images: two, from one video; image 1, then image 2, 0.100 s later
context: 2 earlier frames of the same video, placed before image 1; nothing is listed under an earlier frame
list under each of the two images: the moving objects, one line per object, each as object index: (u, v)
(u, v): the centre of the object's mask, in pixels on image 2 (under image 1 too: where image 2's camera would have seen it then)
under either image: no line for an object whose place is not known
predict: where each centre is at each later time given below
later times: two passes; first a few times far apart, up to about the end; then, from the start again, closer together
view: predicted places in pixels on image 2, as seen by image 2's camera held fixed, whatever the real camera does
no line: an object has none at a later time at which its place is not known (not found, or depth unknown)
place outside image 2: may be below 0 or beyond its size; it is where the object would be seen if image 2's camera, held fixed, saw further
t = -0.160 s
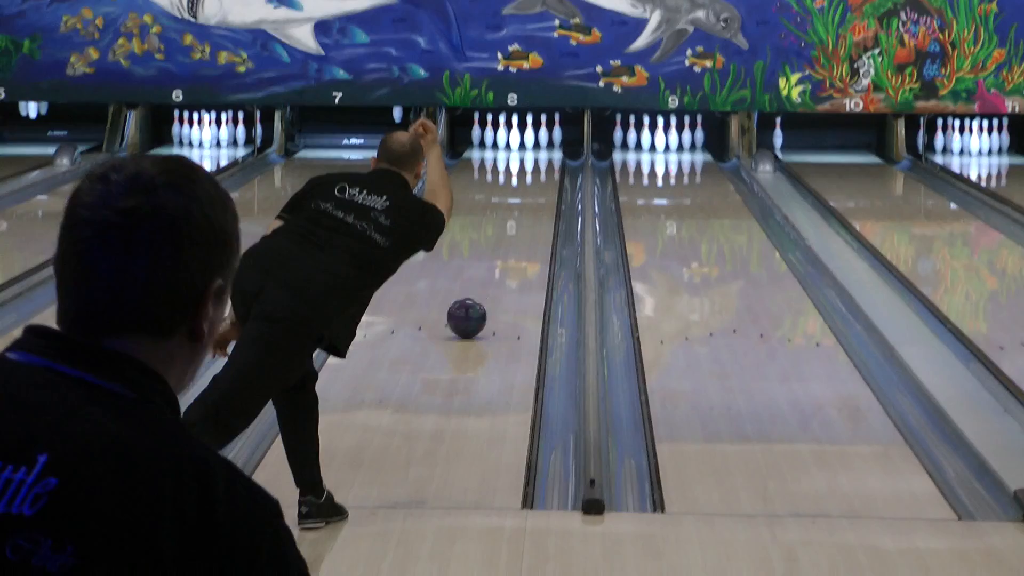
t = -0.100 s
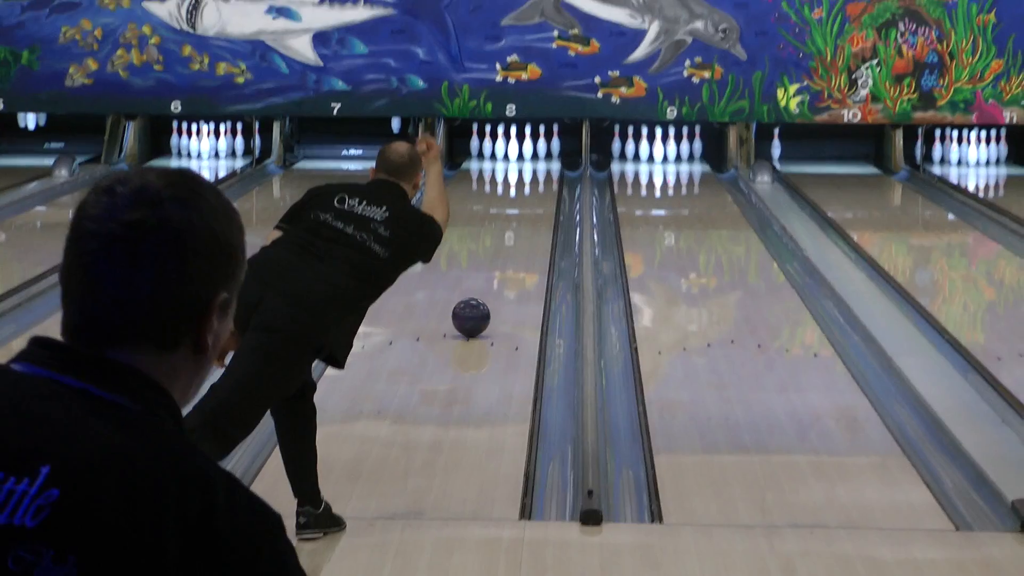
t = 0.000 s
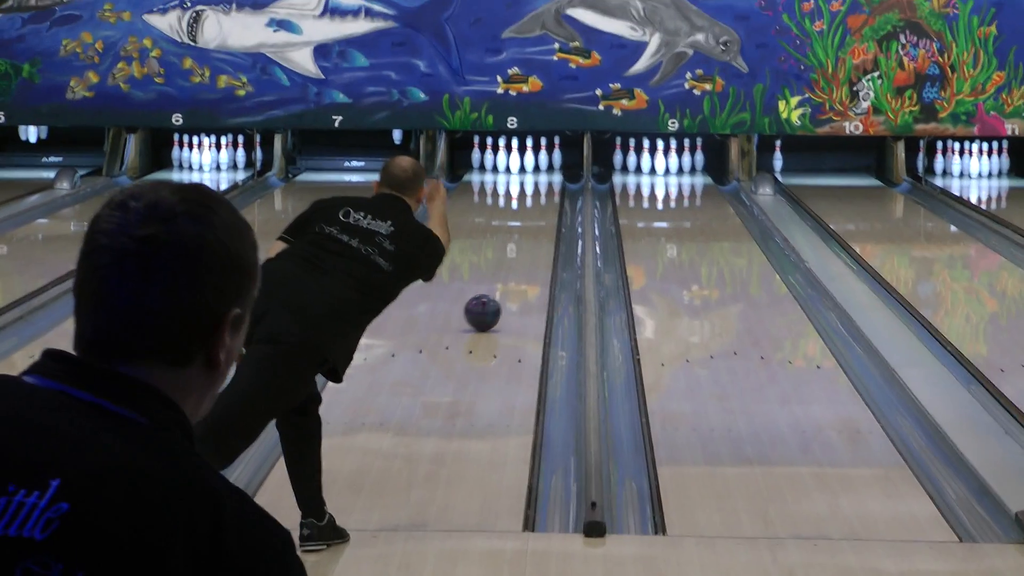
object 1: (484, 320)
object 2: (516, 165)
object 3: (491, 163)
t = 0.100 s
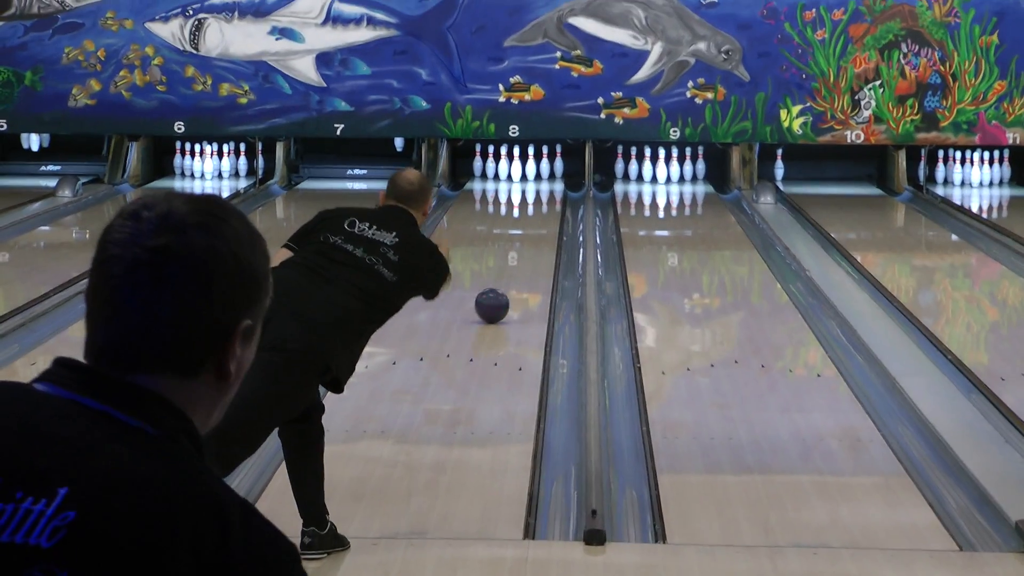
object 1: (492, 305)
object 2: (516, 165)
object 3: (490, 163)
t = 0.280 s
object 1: (504, 282)
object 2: (516, 164)
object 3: (490, 163)
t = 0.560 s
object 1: (519, 252)
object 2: (516, 164)
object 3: (490, 163)
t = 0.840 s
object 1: (531, 227)
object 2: (516, 164)
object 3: (490, 163)
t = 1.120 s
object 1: (537, 207)
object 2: (516, 165)
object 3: (490, 163)
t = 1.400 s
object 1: (536, 192)
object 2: (515, 165)
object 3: (489, 163)
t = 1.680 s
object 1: (530, 180)
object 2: (515, 165)
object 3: (489, 163)
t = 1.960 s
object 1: (524, 171)
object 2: (490, 165)
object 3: (481, 161)
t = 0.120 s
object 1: (493, 302)
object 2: (516, 165)
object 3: (490, 163)
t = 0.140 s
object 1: (494, 300)
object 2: (516, 165)
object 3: (490, 163)
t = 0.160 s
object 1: (496, 297)
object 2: (516, 165)
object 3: (490, 163)
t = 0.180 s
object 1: (497, 294)
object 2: (516, 165)
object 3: (490, 163)
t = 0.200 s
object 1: (499, 292)
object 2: (516, 165)
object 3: (490, 163)
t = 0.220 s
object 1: (500, 289)
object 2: (516, 165)
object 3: (490, 163)
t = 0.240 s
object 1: (501, 287)
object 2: (516, 165)
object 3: (490, 163)
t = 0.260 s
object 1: (503, 284)
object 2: (516, 165)
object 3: (490, 163)
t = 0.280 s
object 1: (504, 282)
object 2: (516, 164)
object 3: (490, 163)
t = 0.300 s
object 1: (506, 279)
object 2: (516, 165)
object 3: (490, 163)
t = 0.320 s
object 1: (507, 277)
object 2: (516, 165)
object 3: (490, 163)
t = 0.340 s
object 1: (508, 275)
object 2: (516, 165)
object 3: (490, 163)
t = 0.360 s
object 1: (509, 273)
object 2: (516, 164)
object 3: (490, 163)
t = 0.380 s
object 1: (510, 270)
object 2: (516, 165)
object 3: (490, 163)
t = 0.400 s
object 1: (511, 268)
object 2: (516, 165)
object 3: (490, 163)
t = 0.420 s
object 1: (513, 266)
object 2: (516, 164)
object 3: (490, 163)
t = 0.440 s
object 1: (514, 264)
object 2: (516, 164)
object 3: (490, 163)
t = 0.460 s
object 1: (515, 262)
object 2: (516, 164)
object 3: (490, 163)
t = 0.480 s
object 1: (515, 260)
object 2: (516, 164)
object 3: (490, 162)
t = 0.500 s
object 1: (516, 258)
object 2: (516, 165)
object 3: (490, 163)
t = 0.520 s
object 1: (517, 256)
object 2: (516, 165)
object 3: (490, 163)
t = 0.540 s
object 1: (519, 254)
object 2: (516, 165)
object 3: (490, 163)
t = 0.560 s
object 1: (519, 252)
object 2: (516, 164)
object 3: (490, 163)
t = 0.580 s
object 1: (520, 250)
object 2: (516, 165)
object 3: (490, 163)
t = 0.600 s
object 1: (521, 248)
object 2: (516, 165)
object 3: (490, 163)
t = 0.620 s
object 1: (522, 246)
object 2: (516, 165)
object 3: (490, 163)
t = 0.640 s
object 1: (523, 244)
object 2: (516, 165)
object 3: (490, 163)
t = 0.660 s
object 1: (524, 243)
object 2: (516, 164)
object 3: (490, 163)
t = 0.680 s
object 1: (525, 241)
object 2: (516, 165)
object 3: (490, 163)
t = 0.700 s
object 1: (526, 239)
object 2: (516, 165)
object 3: (490, 163)
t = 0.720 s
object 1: (526, 237)
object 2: (516, 165)
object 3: (490, 163)
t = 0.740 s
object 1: (527, 235)
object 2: (516, 165)
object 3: (490, 163)
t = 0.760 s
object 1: (527, 234)
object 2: (516, 165)
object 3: (490, 163)
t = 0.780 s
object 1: (528, 232)
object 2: (515, 164)
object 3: (490, 163)
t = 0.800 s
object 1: (529, 230)
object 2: (515, 164)
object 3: (490, 163)
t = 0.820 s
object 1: (530, 228)
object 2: (516, 164)
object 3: (490, 163)
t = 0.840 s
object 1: (531, 227)
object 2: (516, 164)
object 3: (490, 163)
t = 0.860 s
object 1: (532, 225)
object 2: (516, 164)
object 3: (490, 163)
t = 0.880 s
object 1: (532, 224)
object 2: (516, 164)
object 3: (490, 163)
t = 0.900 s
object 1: (532, 222)
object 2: (516, 165)
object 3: (490, 163)
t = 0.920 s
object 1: (533, 221)
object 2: (516, 165)
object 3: (490, 163)
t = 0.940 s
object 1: (533, 219)
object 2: (516, 165)
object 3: (490, 163)
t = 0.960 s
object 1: (534, 218)
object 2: (516, 165)
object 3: (490, 163)
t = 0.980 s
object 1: (535, 217)
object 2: (516, 165)
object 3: (490, 163)
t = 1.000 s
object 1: (536, 215)
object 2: (516, 165)
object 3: (490, 163)
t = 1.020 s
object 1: (536, 214)
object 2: (516, 165)
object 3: (490, 163)
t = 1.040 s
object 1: (536, 212)
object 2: (516, 165)
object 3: (490, 163)
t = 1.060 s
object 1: (536, 212)
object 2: (516, 165)
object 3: (490, 163)
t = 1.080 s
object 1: (536, 210)
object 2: (516, 165)
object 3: (490, 163)
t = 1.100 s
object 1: (537, 209)
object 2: (516, 165)
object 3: (490, 163)
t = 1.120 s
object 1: (537, 207)
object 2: (516, 165)
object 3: (490, 163)
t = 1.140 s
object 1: (537, 206)
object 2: (516, 165)
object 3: (490, 163)
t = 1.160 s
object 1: (538, 205)
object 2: (516, 165)
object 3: (490, 163)
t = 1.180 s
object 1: (538, 204)
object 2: (516, 165)
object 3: (490, 163)
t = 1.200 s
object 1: (538, 203)
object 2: (516, 165)
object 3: (490, 163)
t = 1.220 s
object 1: (538, 202)
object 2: (516, 165)
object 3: (490, 163)
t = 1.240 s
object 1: (538, 200)
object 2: (516, 165)
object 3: (490, 163)
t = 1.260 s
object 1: (538, 200)
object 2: (516, 165)
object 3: (490, 163)
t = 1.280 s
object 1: (538, 198)
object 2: (515, 165)
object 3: (490, 163)
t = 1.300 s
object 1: (538, 197)
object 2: (515, 165)
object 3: (490, 163)
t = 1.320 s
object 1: (537, 196)
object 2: (515, 165)
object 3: (489, 163)
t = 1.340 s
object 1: (537, 195)
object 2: (515, 165)
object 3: (489, 163)
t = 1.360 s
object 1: (537, 194)
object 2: (515, 165)
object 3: (489, 163)
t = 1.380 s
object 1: (537, 193)
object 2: (515, 165)
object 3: (489, 163)
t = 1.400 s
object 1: (536, 192)
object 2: (515, 165)
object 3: (489, 163)
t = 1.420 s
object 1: (536, 191)
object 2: (515, 165)
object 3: (489, 163)
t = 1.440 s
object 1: (536, 190)
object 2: (515, 165)
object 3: (489, 163)
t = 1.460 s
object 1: (535, 189)
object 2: (515, 165)
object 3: (489, 163)
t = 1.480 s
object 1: (535, 188)
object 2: (515, 165)
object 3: (489, 163)
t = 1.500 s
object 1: (535, 187)
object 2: (515, 165)
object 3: (489, 163)
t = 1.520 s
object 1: (534, 187)
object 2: (515, 165)
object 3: (489, 163)
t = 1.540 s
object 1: (533, 186)
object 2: (515, 165)
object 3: (489, 163)
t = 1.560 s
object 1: (533, 185)
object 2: (515, 165)
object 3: (489, 163)
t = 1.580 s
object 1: (532, 184)
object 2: (515, 165)
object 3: (489, 163)
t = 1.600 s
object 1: (532, 183)
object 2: (515, 165)
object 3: (489, 163)
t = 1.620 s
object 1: (532, 182)
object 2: (515, 165)
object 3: (489, 163)
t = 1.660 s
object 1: (530, 181)
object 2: (515, 165)
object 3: (489, 163)
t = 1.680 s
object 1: (530, 180)
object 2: (515, 165)
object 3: (489, 163)
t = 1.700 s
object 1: (529, 179)
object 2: (515, 165)
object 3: (489, 163)
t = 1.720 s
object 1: (528, 178)
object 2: (514, 165)
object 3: (489, 163)
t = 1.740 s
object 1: (527, 177)
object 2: (515, 164)
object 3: (489, 163)
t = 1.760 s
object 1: (527, 176)
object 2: (514, 164)
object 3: (489, 163)
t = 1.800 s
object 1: (525, 175)
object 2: (514, 164)
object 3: (488, 163)
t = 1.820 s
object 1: (524, 174)
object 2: (514, 163)
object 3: (488, 163)
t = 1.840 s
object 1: (523, 174)
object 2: (513, 163)
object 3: (488, 163)
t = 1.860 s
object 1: (524, 173)
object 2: (509, 165)
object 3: (489, 163)
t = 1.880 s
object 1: (525, 172)
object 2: (504, 165)
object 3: (489, 162)
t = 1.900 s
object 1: (525, 172)
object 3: (487, 162)
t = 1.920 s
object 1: (525, 172)
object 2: (497, 164)
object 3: (485, 160)
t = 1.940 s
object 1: (524, 171)
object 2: (494, 164)
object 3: (484, 158)
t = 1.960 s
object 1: (524, 171)
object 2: (490, 165)
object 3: (481, 161)
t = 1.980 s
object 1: (525, 170)
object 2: (488, 165)
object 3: (475, 161)
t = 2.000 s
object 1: (525, 170)
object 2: (484, 166)
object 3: (471, 161)
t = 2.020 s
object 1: (526, 170)
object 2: (483, 168)
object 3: (467, 160)
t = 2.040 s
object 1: (527, 170)
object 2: (479, 169)
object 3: (460, 160)
